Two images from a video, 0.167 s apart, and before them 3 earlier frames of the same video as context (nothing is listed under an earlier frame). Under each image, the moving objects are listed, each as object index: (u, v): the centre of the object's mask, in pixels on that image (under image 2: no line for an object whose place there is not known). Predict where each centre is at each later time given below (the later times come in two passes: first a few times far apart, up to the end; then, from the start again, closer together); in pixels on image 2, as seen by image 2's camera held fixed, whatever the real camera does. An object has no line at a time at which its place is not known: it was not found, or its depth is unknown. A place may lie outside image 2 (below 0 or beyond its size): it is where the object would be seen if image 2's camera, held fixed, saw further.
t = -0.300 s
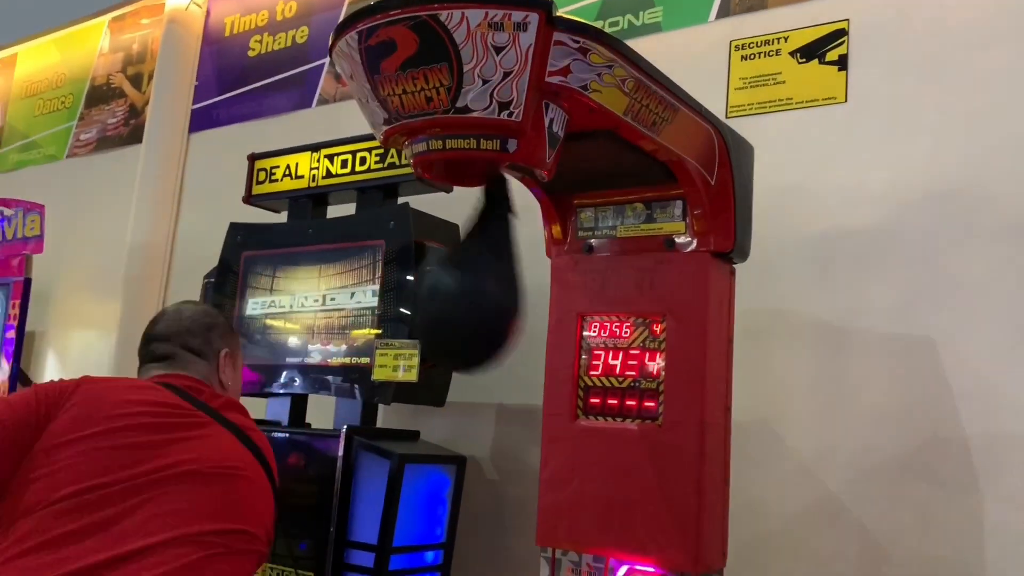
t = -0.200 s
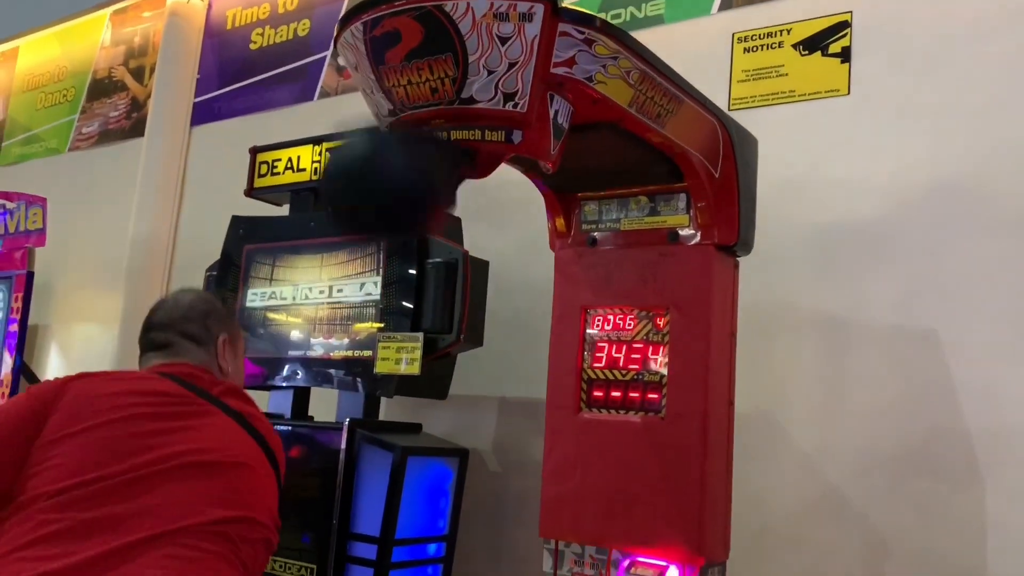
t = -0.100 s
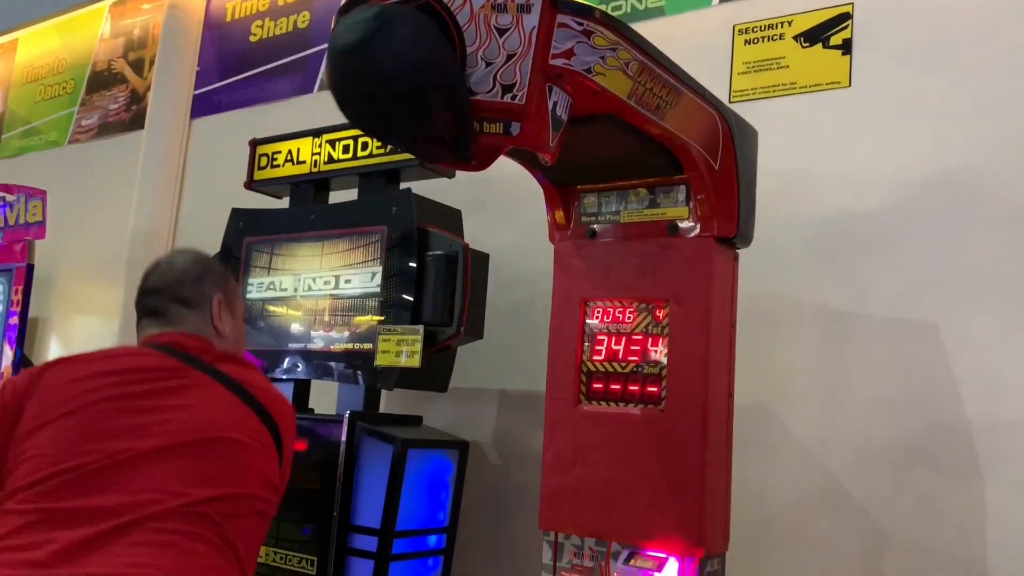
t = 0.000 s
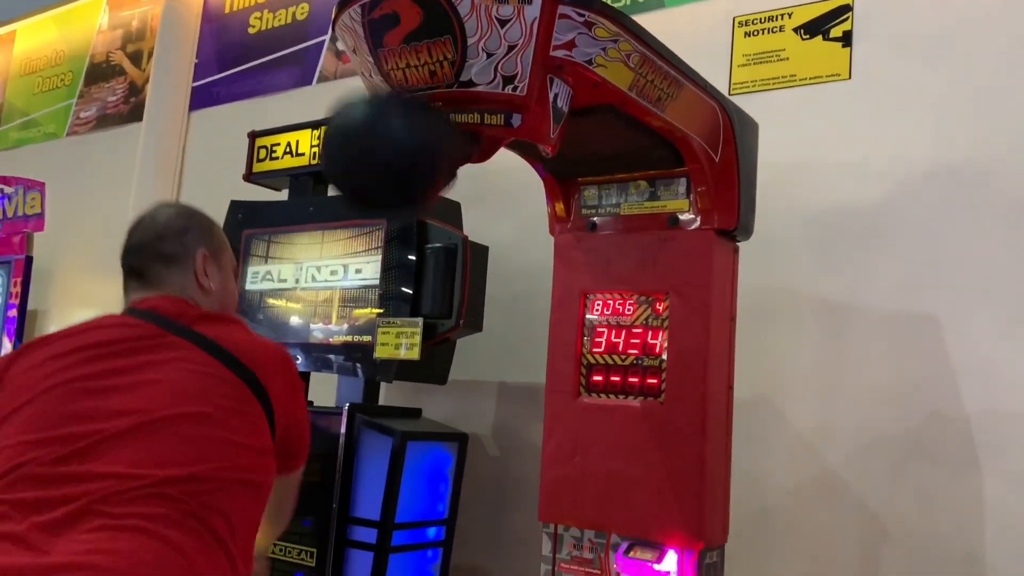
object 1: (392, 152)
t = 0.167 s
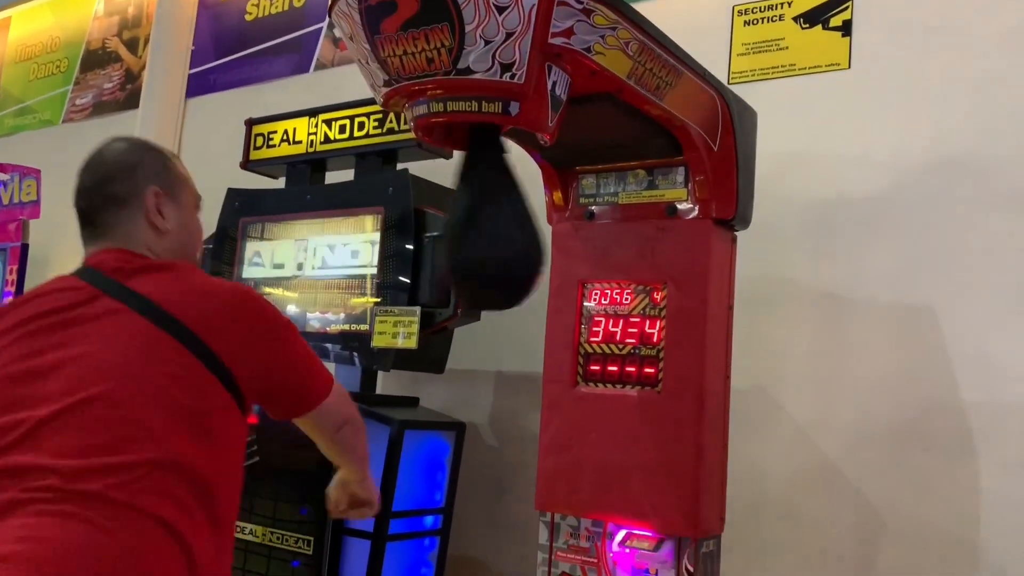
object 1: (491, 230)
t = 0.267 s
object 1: (533, 191)
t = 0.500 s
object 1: (503, 206)
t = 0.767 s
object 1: (428, 162)
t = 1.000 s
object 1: (512, 205)
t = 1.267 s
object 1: (526, 196)
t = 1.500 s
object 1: (465, 196)
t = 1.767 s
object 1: (440, 182)
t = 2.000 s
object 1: (502, 202)
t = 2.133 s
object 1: (518, 199)
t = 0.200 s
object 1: (512, 222)
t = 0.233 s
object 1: (526, 207)
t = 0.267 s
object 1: (533, 191)
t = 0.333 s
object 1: (549, 161)
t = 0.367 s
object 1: (541, 174)
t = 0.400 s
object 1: (535, 184)
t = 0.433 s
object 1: (528, 194)
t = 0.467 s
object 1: (517, 202)
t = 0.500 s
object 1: (503, 206)
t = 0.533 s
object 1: (487, 204)
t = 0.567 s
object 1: (467, 197)
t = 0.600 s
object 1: (448, 186)
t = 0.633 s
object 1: (435, 169)
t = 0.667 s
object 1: (427, 150)
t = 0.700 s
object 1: (424, 141)
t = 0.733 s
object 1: (424, 148)
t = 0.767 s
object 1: (428, 162)
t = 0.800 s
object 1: (436, 178)
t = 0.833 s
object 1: (449, 188)
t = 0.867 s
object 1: (463, 194)
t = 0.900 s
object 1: (477, 200)
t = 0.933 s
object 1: (490, 205)
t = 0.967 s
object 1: (503, 206)
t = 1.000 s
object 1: (512, 205)
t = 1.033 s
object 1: (517, 203)
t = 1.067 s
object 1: (523, 199)
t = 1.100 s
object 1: (528, 195)
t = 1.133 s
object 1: (530, 192)
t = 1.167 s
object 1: (531, 190)
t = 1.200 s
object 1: (531, 191)
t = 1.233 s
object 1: (529, 193)
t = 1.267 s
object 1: (526, 196)
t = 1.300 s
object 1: (522, 199)
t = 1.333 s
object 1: (516, 202)
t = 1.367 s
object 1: (509, 204)
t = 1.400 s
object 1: (500, 205)
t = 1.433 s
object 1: (489, 204)
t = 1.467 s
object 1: (477, 200)
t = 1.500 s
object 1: (465, 196)
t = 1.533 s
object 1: (452, 190)
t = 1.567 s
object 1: (442, 182)
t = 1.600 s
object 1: (435, 176)
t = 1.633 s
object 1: (430, 169)
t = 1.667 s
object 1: (428, 168)
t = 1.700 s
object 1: (430, 172)
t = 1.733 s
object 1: (432, 182)
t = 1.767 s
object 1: (440, 182)
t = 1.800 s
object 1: (448, 187)
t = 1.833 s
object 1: (458, 192)
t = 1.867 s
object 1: (468, 196)
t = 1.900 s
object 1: (478, 199)
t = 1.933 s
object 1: (487, 201)
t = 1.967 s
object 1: (495, 202)
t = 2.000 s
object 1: (502, 202)
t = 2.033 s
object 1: (508, 201)
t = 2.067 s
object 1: (512, 200)
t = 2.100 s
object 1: (516, 199)
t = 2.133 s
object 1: (518, 199)
